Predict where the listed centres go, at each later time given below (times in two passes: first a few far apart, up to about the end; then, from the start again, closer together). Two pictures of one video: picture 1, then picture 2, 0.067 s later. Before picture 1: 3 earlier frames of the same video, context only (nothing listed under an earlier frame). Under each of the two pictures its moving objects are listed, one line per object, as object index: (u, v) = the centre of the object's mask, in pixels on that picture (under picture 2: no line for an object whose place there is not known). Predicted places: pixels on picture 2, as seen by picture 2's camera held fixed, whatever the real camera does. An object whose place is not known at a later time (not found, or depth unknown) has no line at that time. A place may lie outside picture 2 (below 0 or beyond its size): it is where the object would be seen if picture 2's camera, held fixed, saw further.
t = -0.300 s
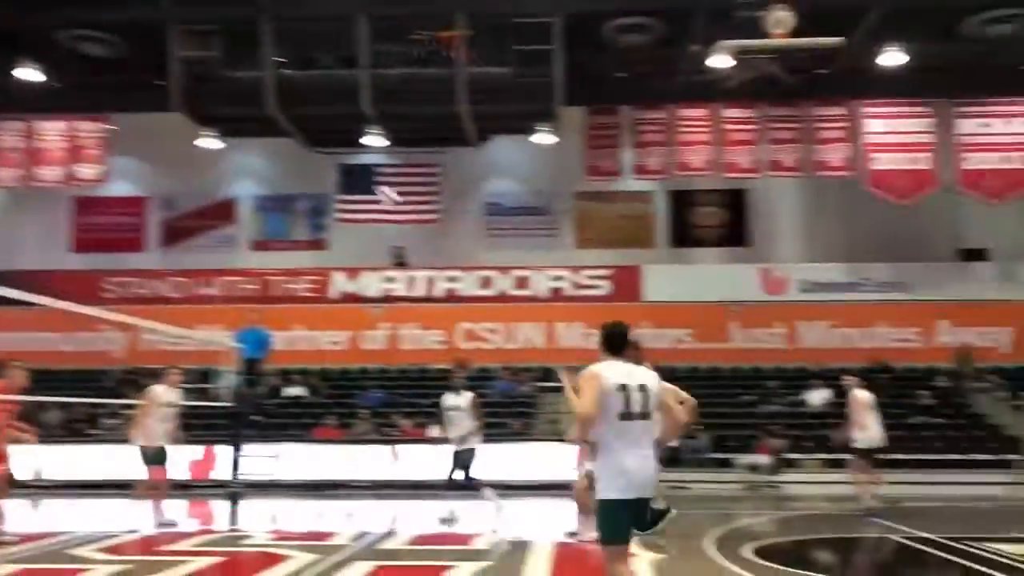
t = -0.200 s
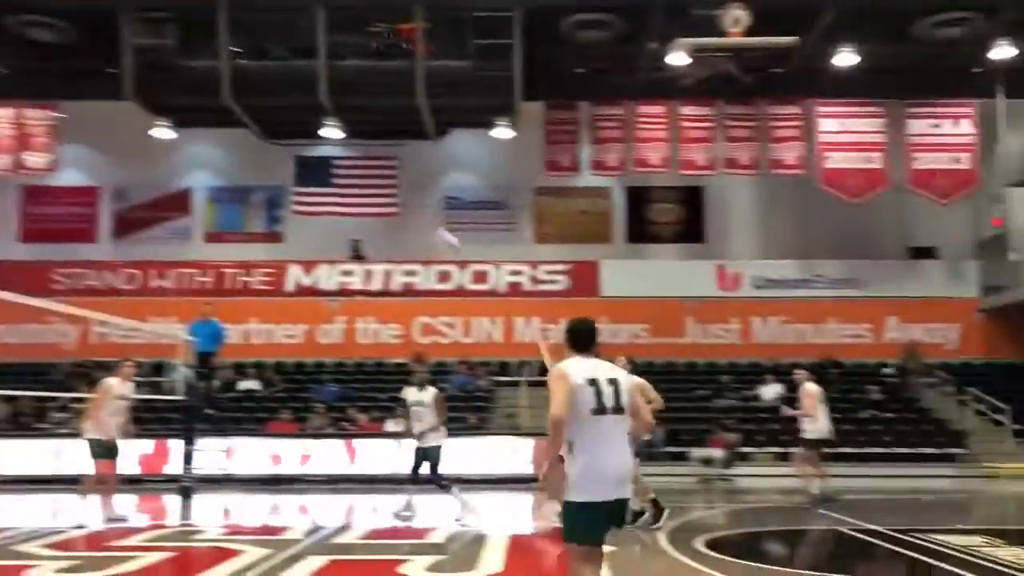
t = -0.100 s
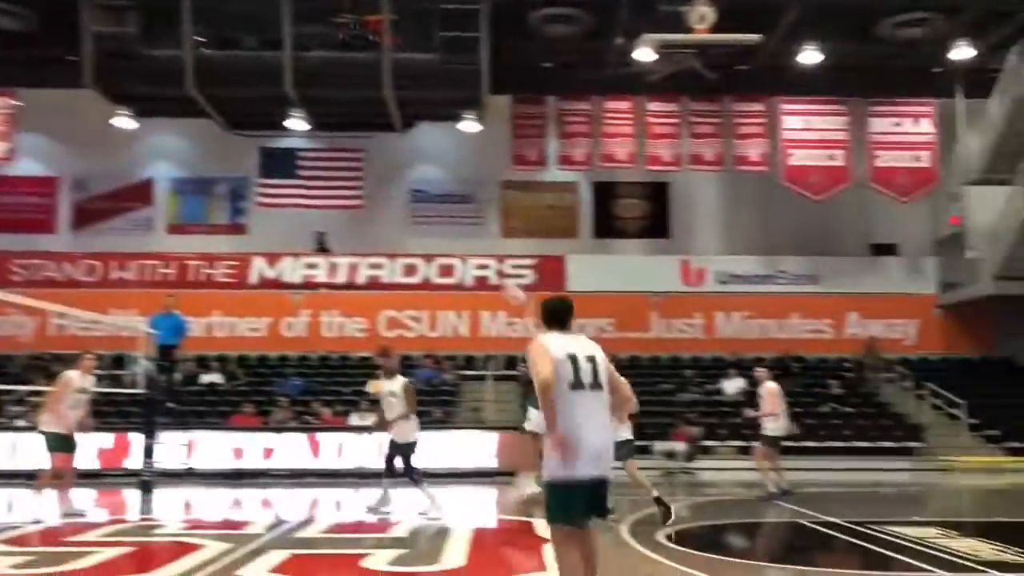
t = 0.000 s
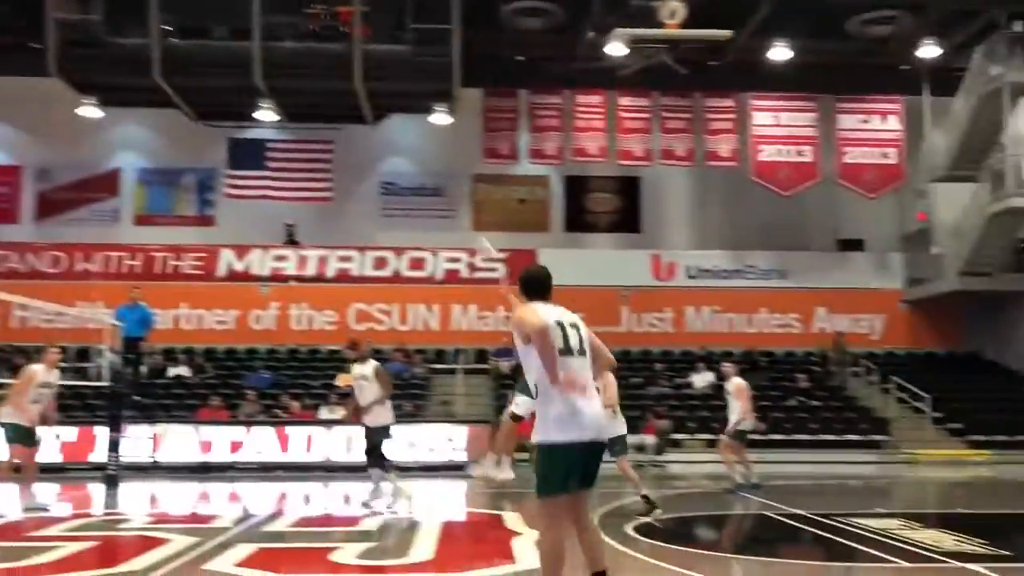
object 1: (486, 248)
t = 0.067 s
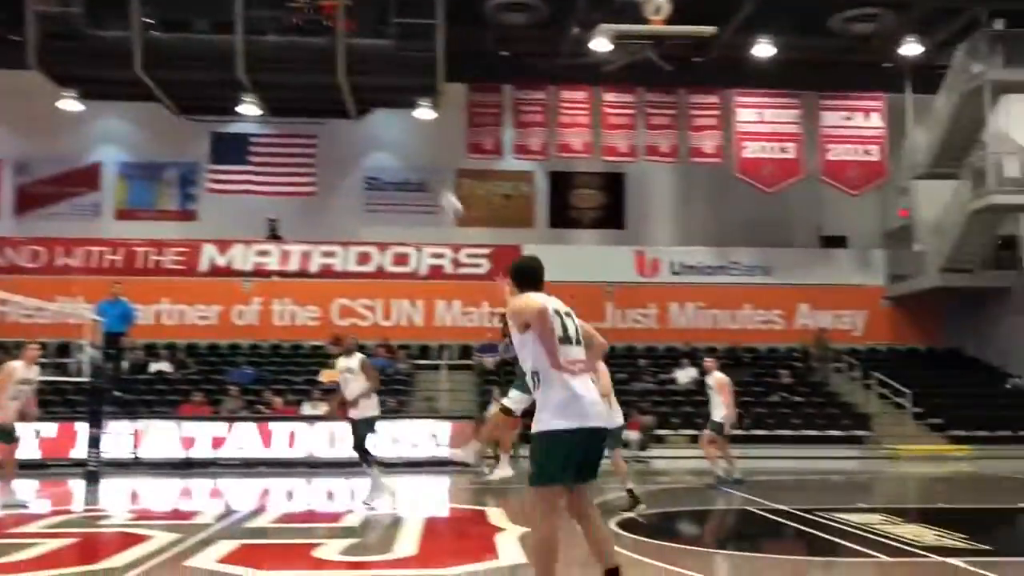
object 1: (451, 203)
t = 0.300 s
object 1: (384, 96)
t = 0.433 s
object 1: (348, 59)
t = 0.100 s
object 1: (440, 184)
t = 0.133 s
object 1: (432, 167)
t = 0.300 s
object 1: (384, 96)
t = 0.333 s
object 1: (375, 85)
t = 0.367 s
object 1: (366, 75)
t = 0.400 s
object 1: (357, 66)
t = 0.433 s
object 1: (348, 59)
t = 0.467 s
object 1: (339, 52)
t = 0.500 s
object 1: (330, 46)
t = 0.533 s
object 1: (321, 41)
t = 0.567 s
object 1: (312, 37)
